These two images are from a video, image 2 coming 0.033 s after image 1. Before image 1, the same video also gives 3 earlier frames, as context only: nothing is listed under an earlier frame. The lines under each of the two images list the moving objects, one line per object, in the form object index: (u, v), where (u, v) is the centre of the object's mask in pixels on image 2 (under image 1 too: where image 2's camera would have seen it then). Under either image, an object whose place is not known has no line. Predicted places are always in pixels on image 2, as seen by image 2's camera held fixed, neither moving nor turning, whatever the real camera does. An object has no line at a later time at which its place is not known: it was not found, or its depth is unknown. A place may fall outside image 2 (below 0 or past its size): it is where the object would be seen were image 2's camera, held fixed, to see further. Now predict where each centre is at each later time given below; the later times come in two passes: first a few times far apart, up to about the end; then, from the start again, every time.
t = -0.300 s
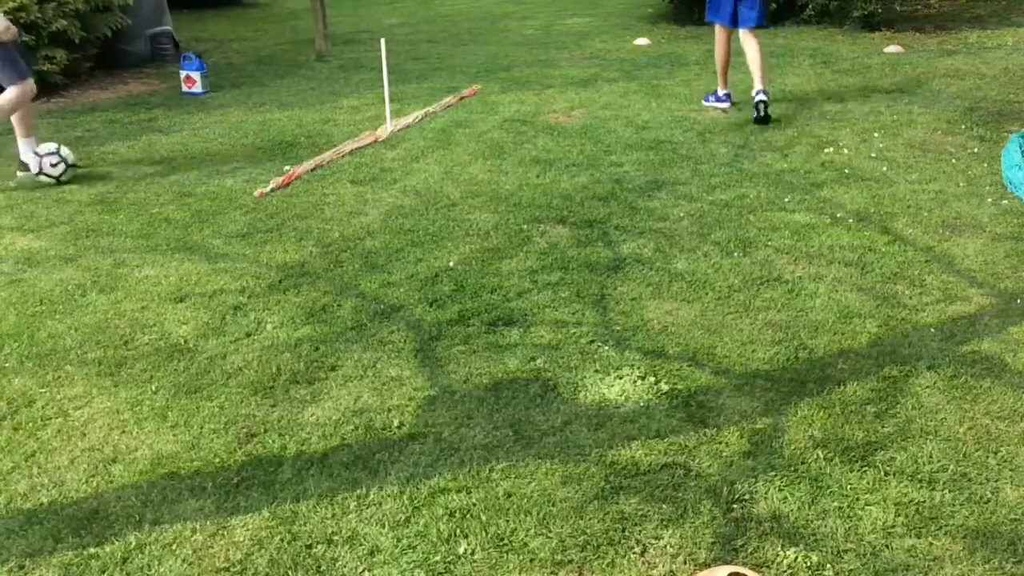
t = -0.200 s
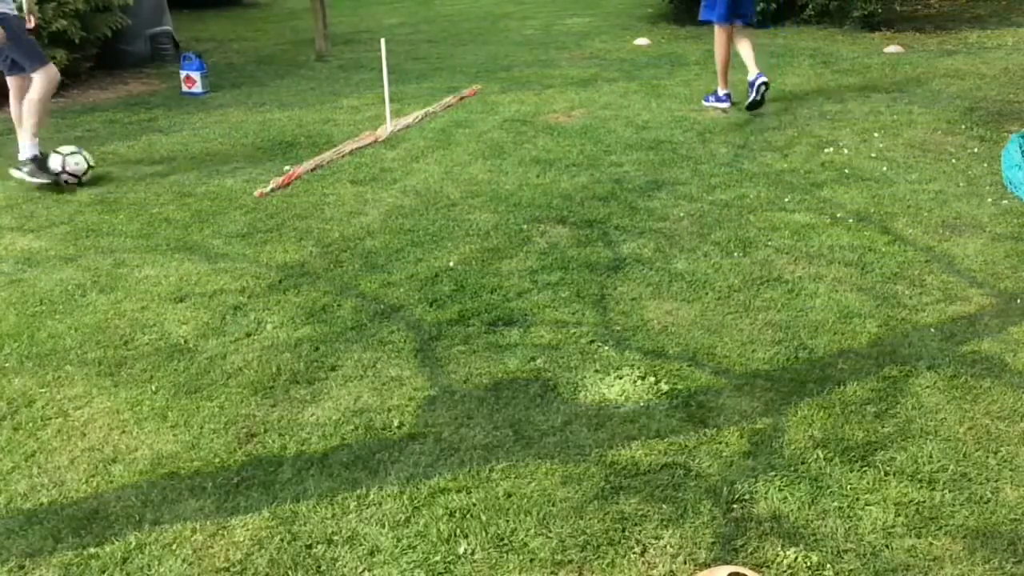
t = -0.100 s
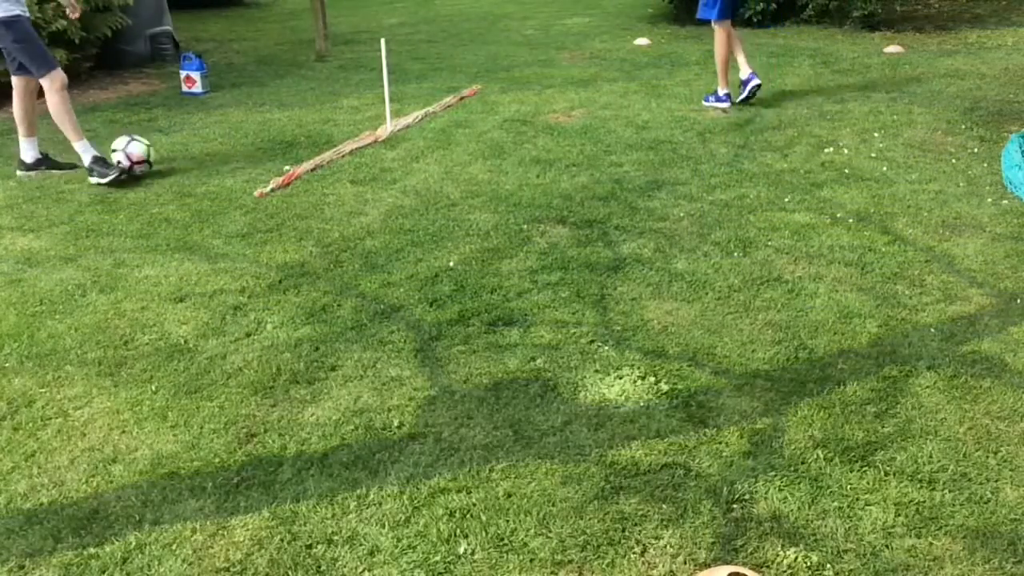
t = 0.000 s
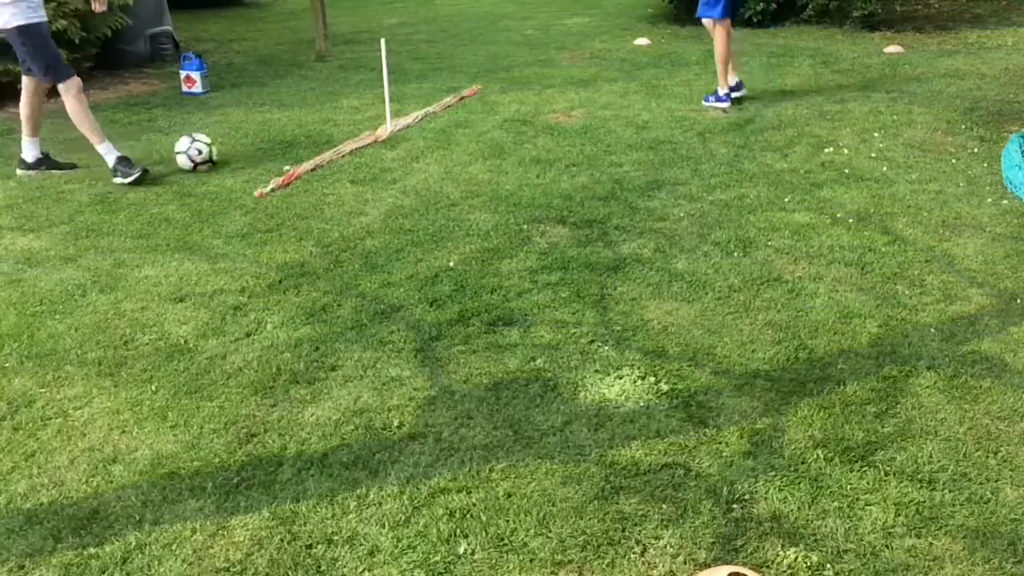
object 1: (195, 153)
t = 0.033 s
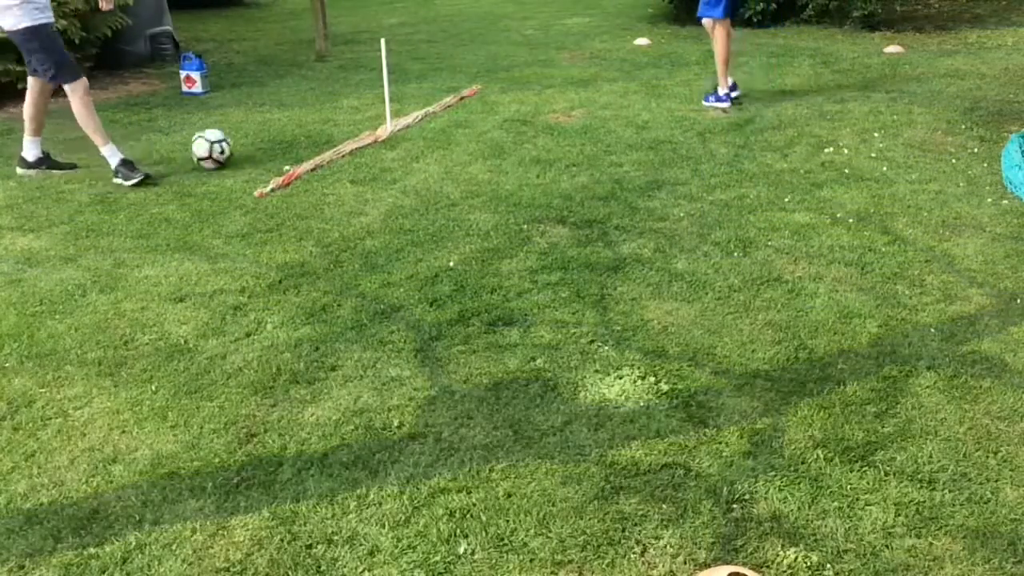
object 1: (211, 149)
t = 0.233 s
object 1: (308, 137)
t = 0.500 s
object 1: (420, 125)
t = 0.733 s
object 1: (504, 119)
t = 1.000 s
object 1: (583, 108)
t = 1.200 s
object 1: (638, 103)
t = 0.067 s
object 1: (228, 145)
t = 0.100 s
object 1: (244, 145)
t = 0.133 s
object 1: (262, 145)
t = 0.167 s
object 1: (279, 144)
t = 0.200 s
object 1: (294, 140)
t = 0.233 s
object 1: (308, 137)
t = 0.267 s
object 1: (323, 136)
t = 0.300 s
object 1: (337, 135)
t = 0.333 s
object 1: (352, 133)
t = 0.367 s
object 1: (367, 132)
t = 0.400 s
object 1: (381, 133)
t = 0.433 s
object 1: (395, 130)
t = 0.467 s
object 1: (408, 127)
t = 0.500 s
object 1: (420, 125)
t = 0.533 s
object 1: (433, 126)
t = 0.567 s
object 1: (445, 126)
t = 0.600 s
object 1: (457, 124)
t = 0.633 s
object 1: (469, 121)
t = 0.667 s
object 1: (481, 120)
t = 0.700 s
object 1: (493, 118)
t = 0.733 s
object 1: (504, 119)
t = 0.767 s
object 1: (514, 115)
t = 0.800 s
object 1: (524, 112)
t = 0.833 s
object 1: (534, 110)
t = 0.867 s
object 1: (543, 109)
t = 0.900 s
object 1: (553, 111)
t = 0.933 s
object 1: (564, 113)
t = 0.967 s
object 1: (574, 111)
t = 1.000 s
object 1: (583, 108)
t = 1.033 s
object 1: (593, 106)
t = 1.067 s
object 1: (602, 107)
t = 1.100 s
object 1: (611, 107)
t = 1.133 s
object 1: (621, 105)
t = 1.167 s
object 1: (630, 104)
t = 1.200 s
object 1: (638, 103)
